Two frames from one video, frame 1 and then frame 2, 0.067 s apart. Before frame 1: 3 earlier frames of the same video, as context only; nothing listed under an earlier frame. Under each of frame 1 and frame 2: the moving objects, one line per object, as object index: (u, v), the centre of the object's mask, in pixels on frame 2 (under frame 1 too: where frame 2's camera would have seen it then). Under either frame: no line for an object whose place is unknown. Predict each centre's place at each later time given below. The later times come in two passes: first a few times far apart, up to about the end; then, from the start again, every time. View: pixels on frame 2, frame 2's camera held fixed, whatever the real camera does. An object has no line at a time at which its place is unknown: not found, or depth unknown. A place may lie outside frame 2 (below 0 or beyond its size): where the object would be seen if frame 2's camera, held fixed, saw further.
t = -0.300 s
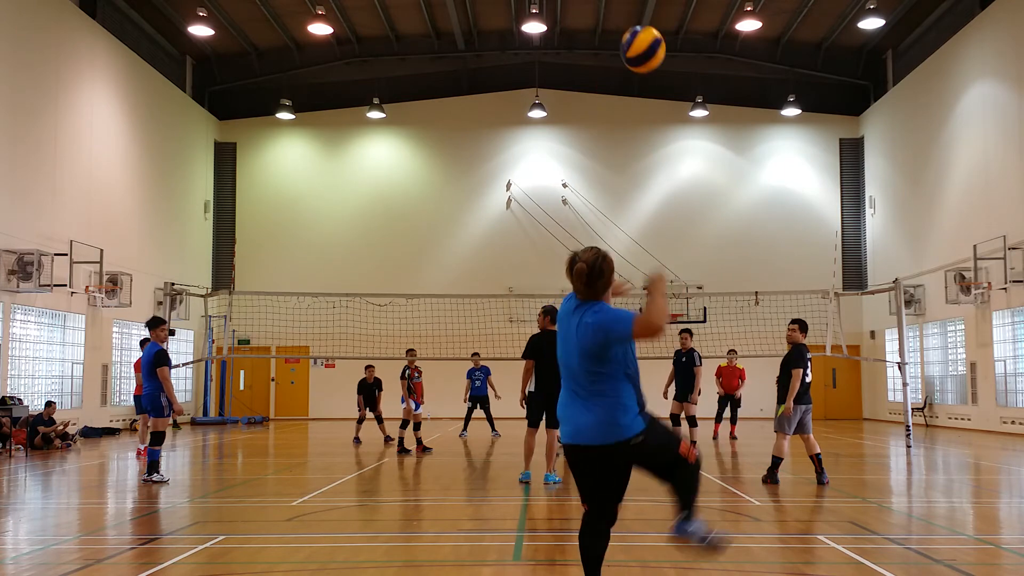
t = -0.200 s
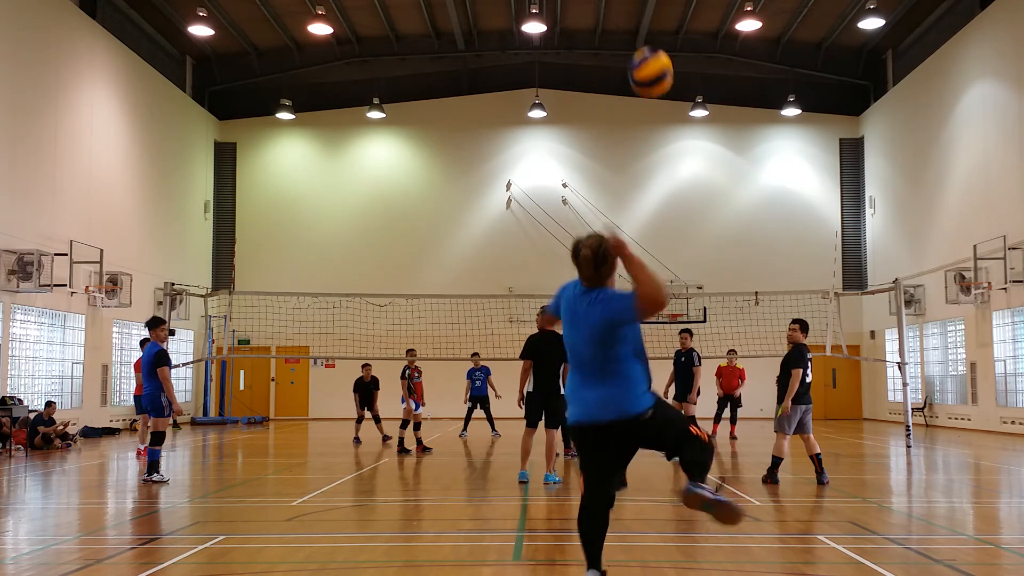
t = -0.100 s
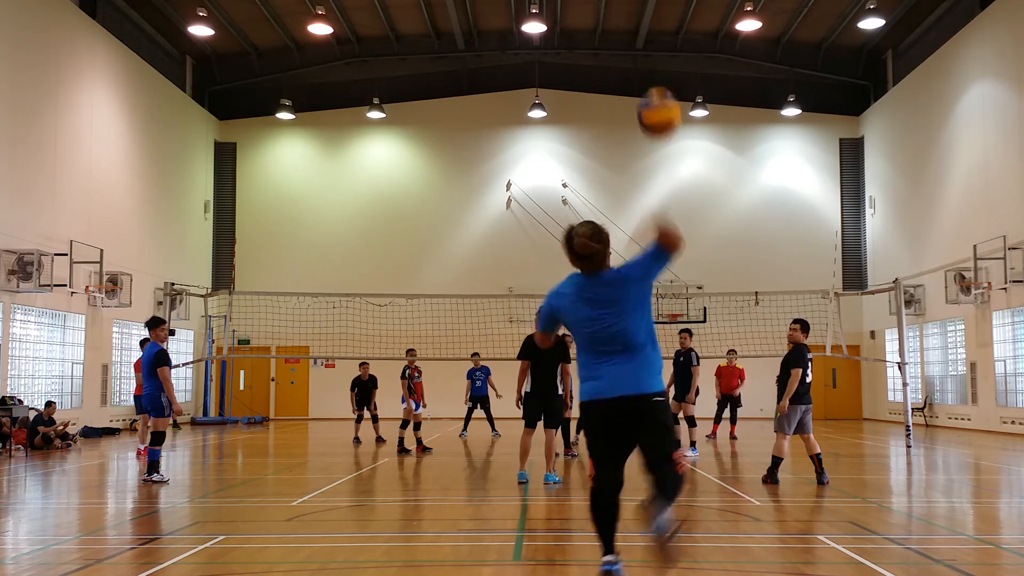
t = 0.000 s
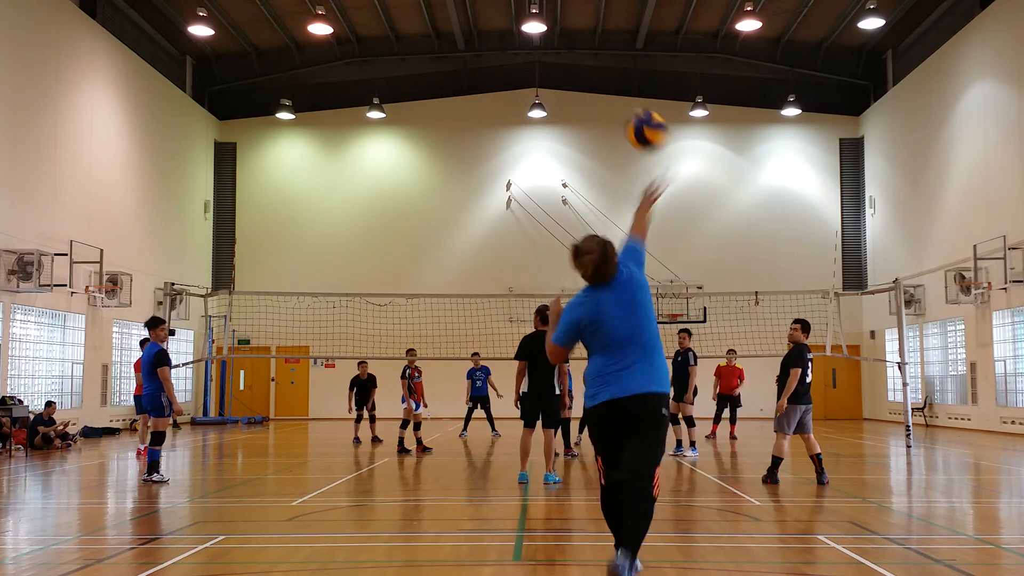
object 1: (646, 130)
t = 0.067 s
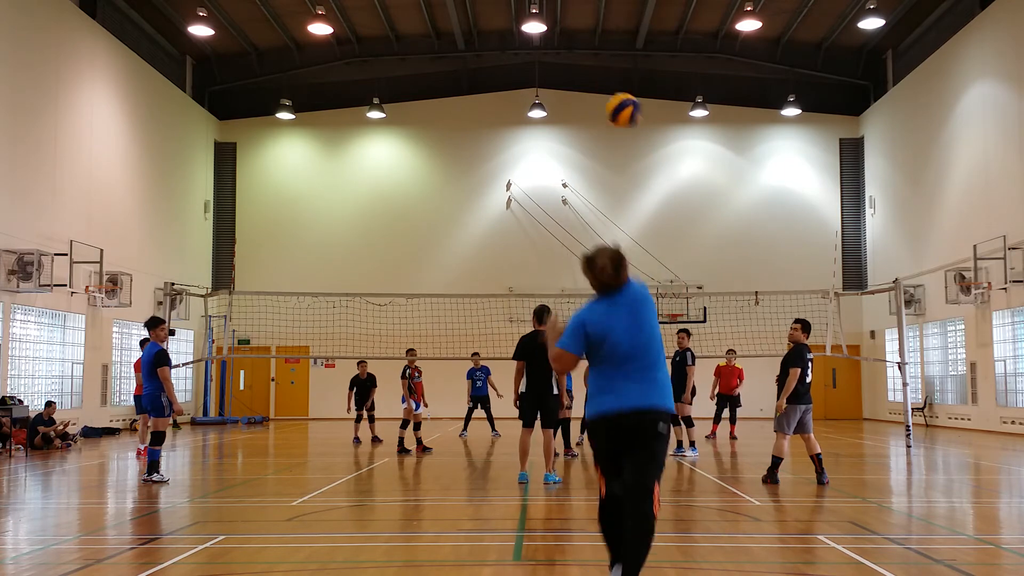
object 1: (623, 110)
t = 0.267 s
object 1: (577, 103)
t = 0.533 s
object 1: (543, 148)
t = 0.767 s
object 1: (523, 211)
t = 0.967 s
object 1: (511, 278)
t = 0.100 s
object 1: (614, 104)
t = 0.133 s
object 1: (605, 100)
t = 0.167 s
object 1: (597, 99)
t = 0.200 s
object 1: (590, 99)
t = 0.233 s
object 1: (583, 100)
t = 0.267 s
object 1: (577, 103)
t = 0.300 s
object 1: (572, 106)
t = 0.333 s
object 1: (568, 110)
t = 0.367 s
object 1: (563, 115)
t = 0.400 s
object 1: (558, 121)
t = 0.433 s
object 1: (555, 126)
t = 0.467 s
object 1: (551, 133)
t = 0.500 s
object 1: (547, 141)
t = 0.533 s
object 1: (543, 148)
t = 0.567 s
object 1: (540, 156)
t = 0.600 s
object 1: (537, 164)
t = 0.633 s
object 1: (534, 173)
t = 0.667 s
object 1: (531, 182)
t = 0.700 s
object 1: (529, 191)
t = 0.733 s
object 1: (526, 201)
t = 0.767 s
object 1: (523, 211)
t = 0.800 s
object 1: (521, 222)
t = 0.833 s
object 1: (519, 233)
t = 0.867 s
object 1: (516, 244)
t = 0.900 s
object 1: (515, 255)
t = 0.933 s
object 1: (513, 266)
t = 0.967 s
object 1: (511, 278)
